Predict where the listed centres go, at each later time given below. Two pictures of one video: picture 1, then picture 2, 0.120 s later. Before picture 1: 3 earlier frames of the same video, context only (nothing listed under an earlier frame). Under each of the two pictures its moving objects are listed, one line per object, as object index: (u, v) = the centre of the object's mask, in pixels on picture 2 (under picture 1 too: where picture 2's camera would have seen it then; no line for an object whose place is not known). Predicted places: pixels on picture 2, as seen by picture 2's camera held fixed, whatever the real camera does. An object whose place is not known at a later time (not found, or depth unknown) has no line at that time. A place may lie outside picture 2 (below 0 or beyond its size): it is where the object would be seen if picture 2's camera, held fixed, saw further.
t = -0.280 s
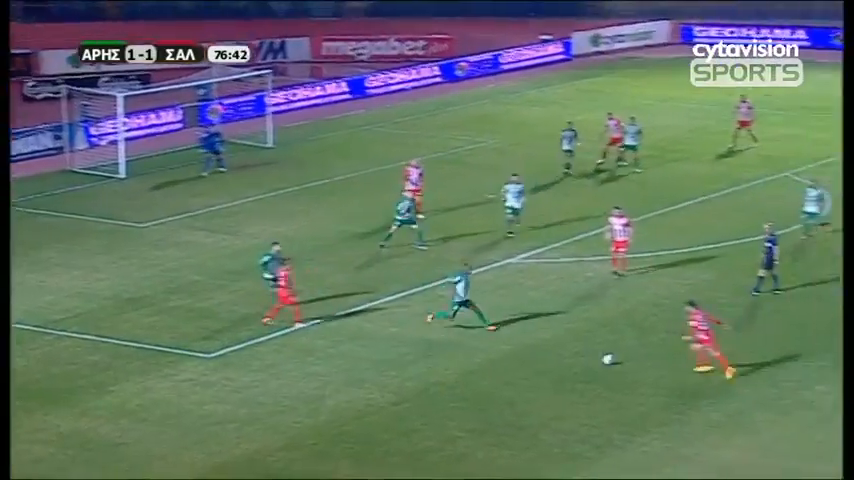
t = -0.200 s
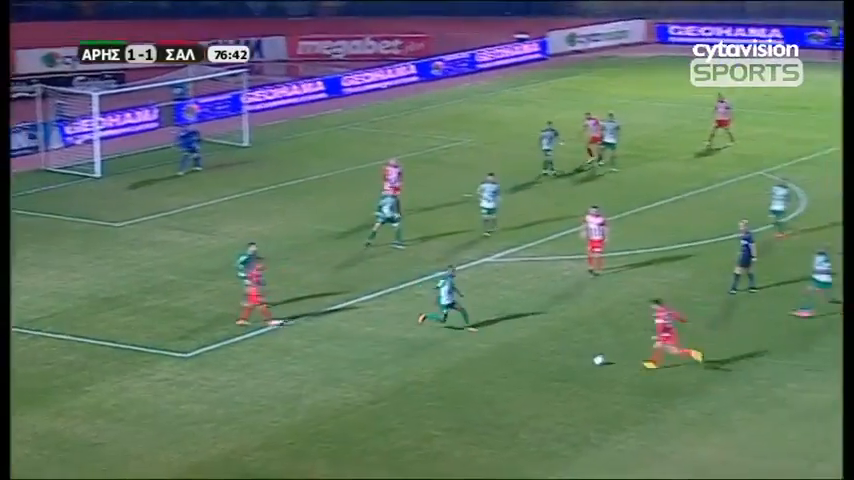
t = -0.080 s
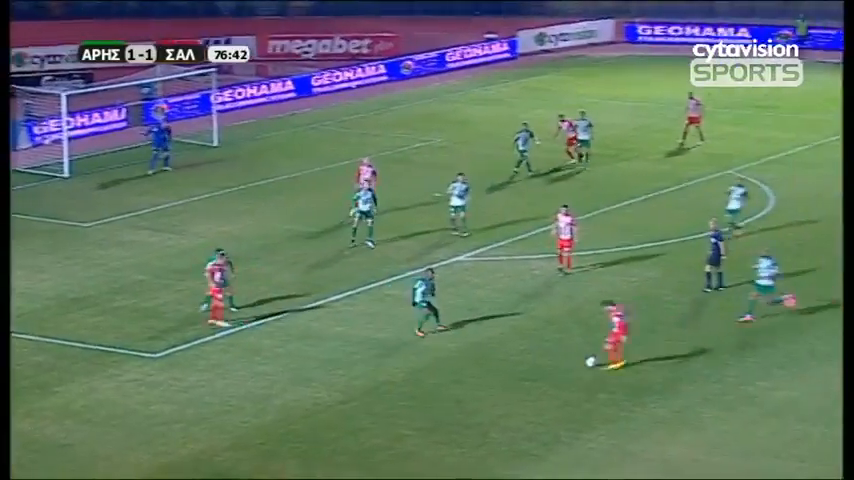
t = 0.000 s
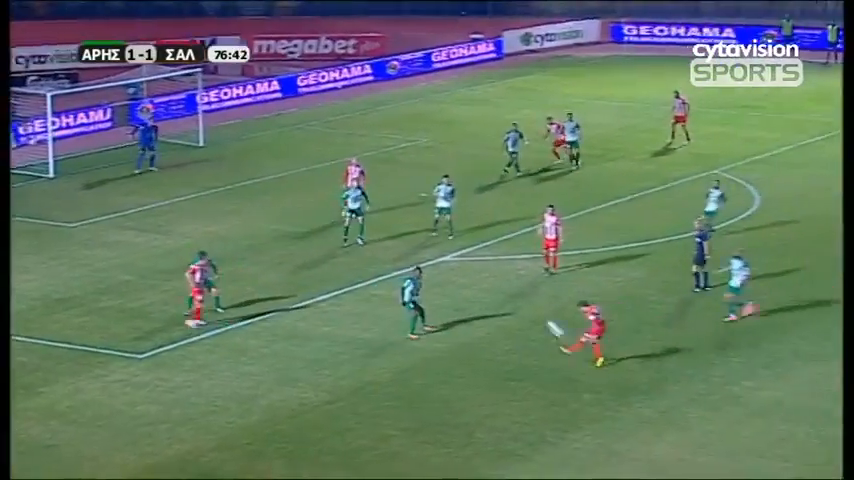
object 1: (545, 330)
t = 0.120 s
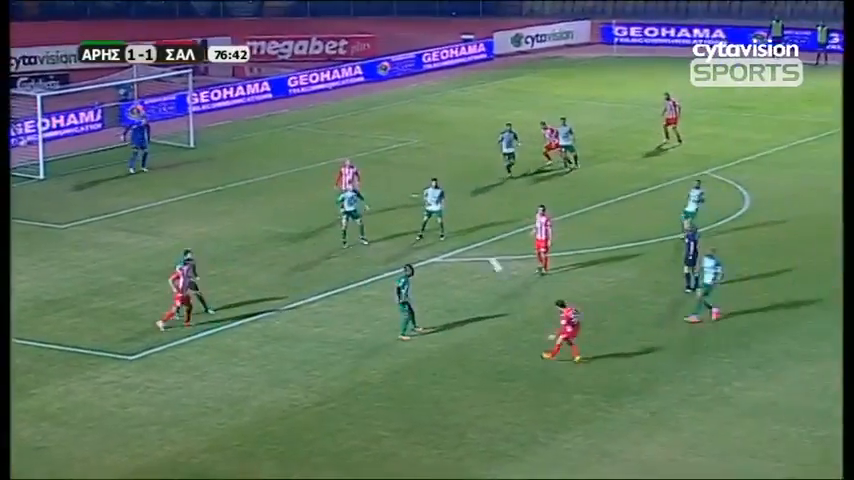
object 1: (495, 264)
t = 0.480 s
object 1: (401, 136)
